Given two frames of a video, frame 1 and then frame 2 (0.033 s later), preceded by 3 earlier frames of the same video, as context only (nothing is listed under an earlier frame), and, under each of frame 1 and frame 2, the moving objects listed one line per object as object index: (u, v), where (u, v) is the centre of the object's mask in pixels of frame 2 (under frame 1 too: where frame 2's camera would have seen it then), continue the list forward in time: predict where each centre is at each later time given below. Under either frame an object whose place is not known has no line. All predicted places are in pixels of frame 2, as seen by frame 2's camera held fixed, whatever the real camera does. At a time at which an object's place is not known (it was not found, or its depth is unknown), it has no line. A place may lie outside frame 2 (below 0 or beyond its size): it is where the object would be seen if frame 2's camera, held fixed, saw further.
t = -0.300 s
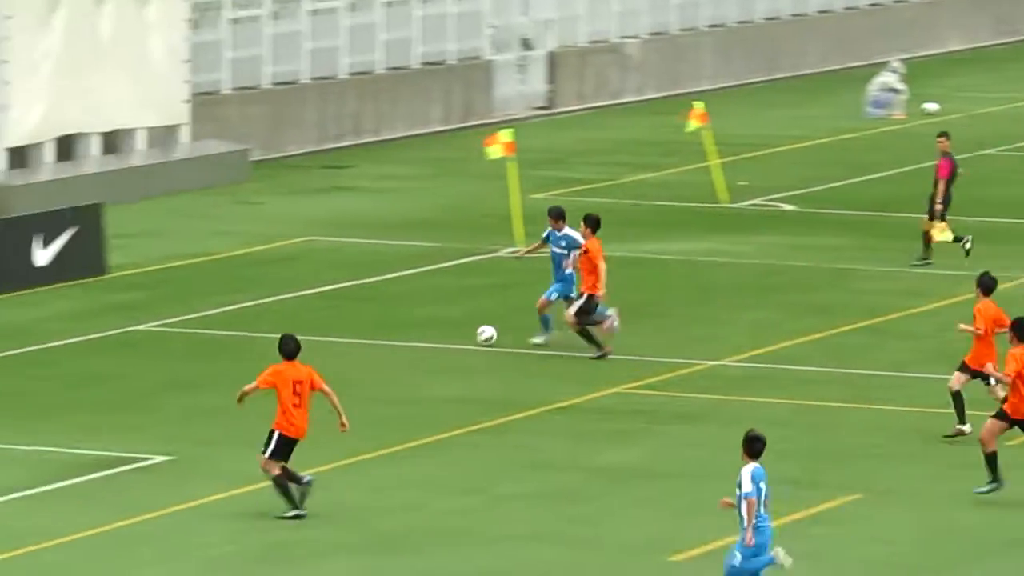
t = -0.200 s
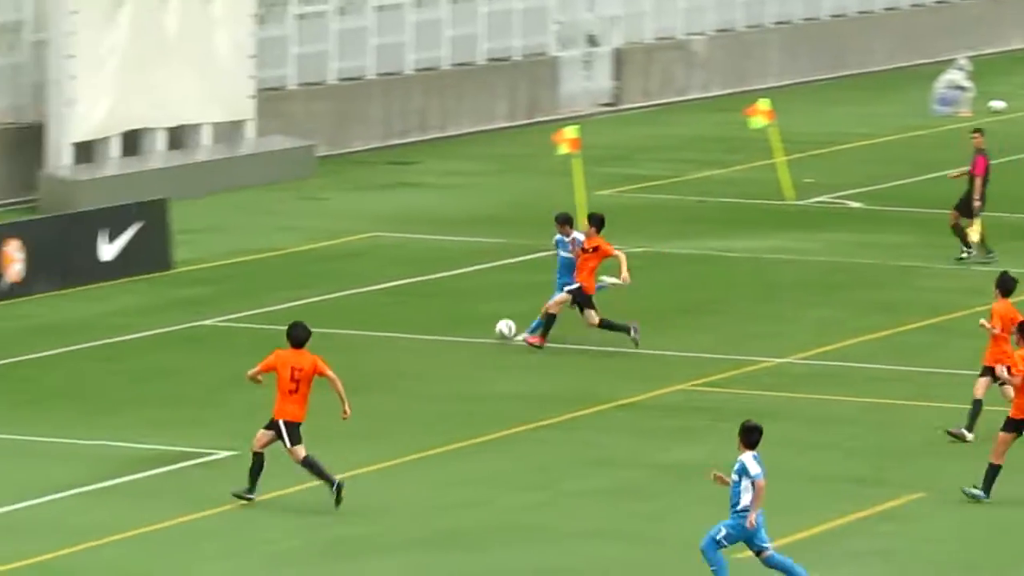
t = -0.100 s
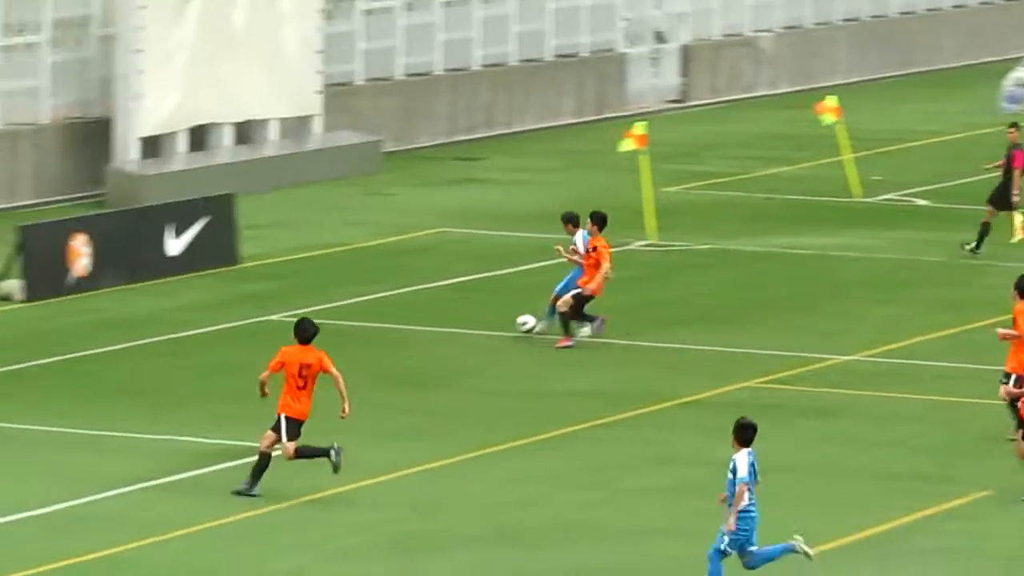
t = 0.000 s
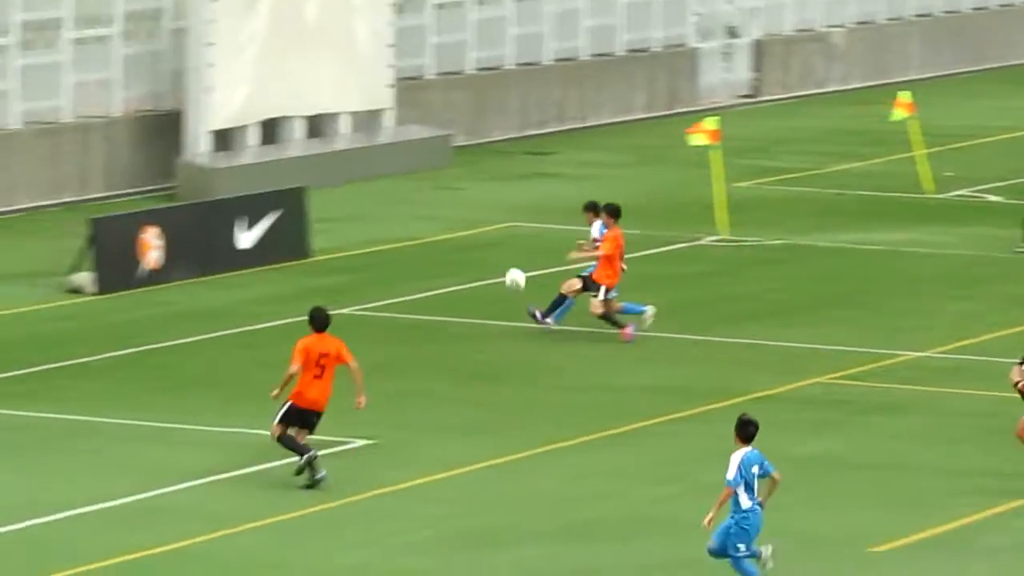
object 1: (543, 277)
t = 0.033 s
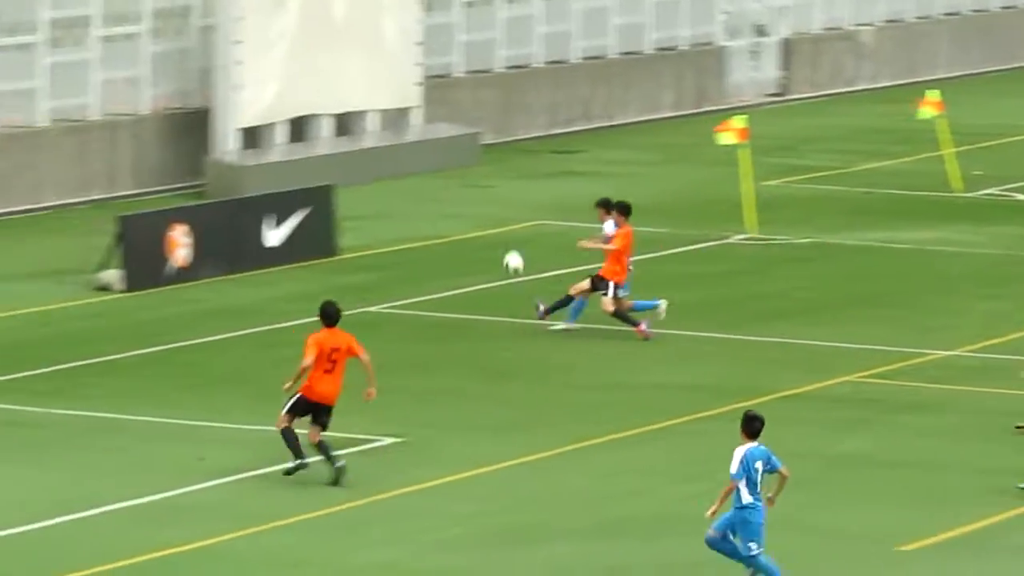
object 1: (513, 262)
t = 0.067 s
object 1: (484, 248)
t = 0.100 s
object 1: (455, 234)
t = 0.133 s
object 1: (427, 222)
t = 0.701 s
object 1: (-87, 135)
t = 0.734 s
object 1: (-120, 138)
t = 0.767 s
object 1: (-151, 142)
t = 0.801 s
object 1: (-183, 149)
